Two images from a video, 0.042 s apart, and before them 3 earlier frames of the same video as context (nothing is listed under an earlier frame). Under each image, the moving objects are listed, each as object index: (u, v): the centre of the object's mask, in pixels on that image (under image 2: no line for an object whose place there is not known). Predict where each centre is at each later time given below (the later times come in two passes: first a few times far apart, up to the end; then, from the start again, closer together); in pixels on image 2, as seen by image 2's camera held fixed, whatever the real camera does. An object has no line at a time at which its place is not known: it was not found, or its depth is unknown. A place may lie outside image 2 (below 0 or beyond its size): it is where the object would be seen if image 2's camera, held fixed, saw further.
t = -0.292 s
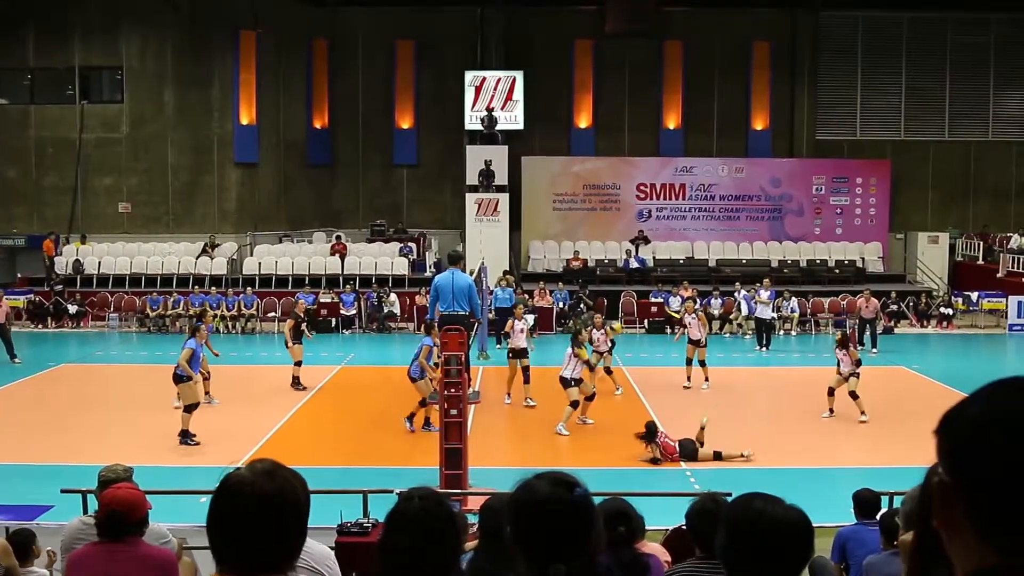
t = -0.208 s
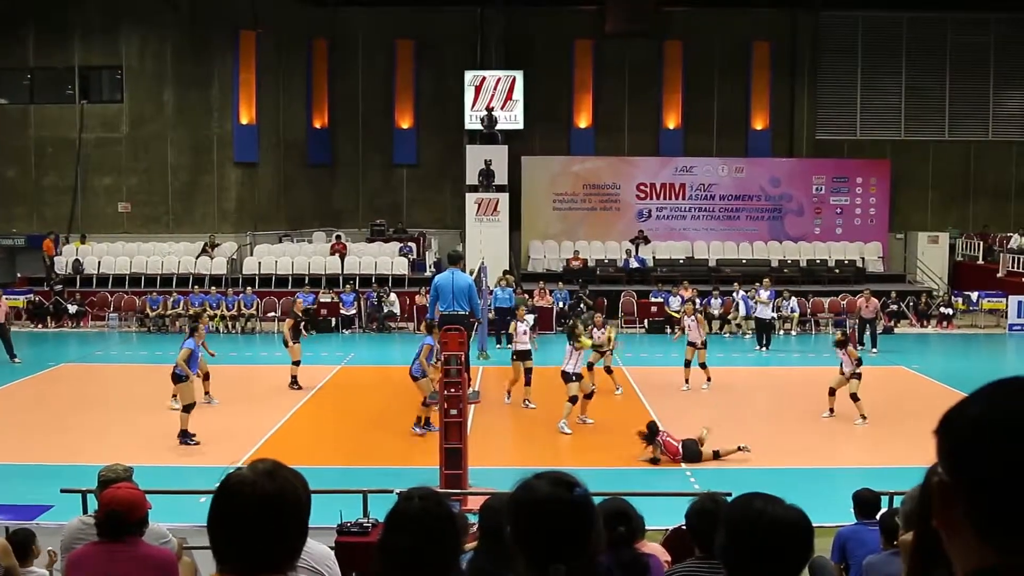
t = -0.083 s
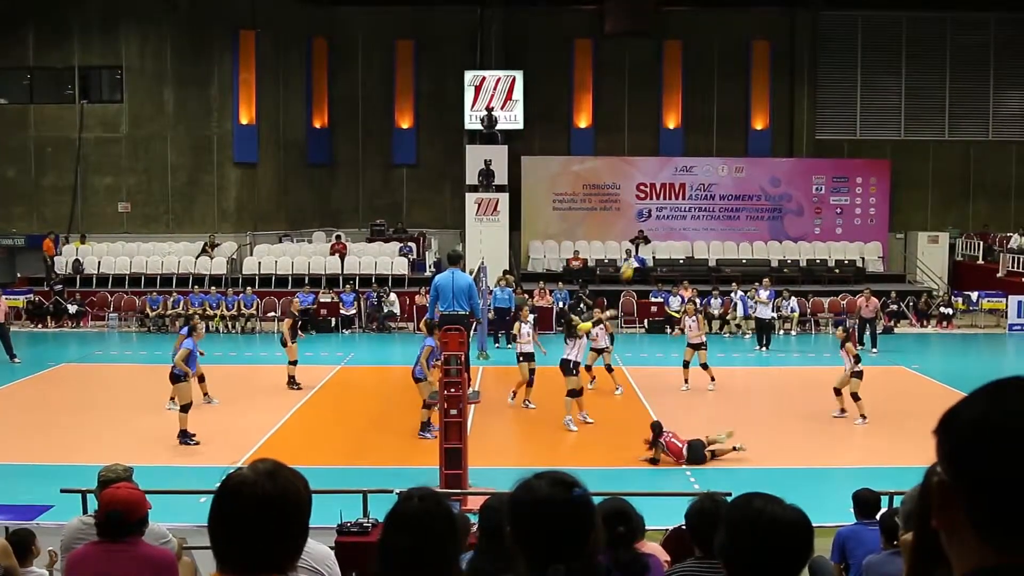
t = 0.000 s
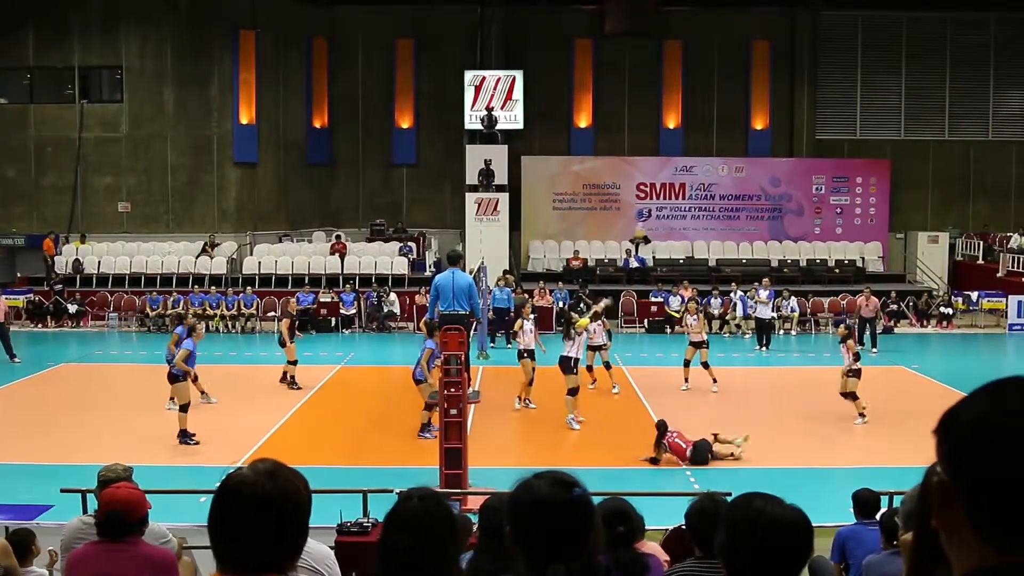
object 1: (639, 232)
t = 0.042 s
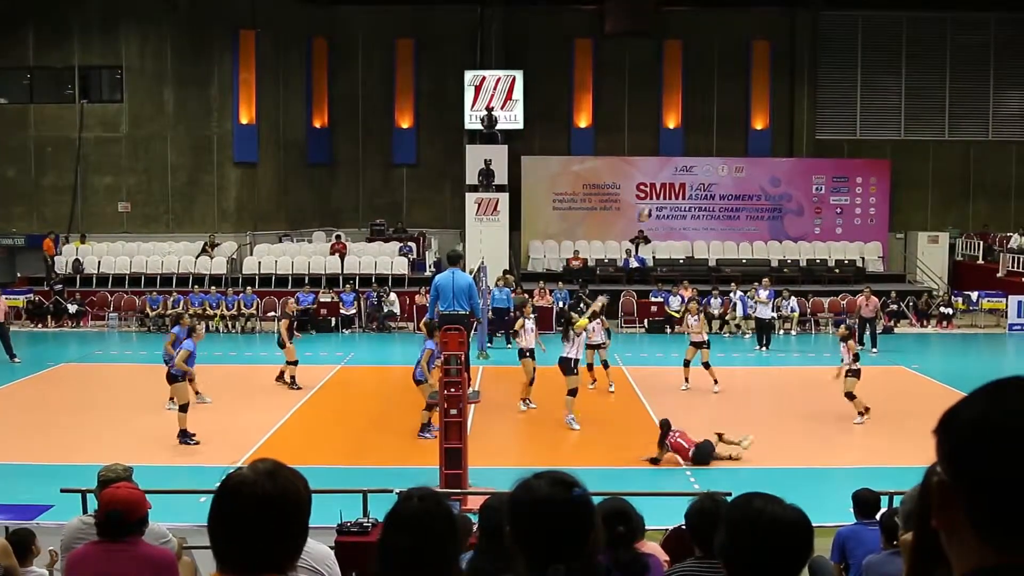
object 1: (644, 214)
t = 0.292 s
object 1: (676, 134)
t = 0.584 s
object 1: (712, 92)
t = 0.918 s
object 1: (751, 108)
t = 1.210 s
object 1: (782, 177)
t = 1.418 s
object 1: (798, 253)
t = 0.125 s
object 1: (654, 180)
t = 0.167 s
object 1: (659, 168)
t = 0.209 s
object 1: (665, 155)
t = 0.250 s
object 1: (671, 144)
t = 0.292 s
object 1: (676, 134)
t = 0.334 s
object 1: (682, 125)
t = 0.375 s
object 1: (687, 117)
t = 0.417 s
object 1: (691, 109)
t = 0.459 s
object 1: (696, 103)
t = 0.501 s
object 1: (702, 99)
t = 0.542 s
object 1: (707, 95)
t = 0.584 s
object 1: (712, 92)
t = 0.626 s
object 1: (717, 90)
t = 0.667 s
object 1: (722, 90)
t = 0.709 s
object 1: (727, 90)
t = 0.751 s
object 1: (732, 91)
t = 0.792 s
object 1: (737, 94)
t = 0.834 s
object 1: (742, 98)
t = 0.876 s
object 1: (746, 102)
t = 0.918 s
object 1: (751, 108)
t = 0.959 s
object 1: (756, 114)
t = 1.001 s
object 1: (760, 122)
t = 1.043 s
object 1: (766, 132)
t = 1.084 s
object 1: (770, 141)
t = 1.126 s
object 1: (773, 151)
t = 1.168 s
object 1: (779, 164)
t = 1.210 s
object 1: (782, 177)
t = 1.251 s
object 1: (786, 191)
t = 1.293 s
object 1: (789, 205)
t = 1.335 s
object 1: (791, 219)
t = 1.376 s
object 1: (795, 235)
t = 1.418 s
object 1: (798, 253)
